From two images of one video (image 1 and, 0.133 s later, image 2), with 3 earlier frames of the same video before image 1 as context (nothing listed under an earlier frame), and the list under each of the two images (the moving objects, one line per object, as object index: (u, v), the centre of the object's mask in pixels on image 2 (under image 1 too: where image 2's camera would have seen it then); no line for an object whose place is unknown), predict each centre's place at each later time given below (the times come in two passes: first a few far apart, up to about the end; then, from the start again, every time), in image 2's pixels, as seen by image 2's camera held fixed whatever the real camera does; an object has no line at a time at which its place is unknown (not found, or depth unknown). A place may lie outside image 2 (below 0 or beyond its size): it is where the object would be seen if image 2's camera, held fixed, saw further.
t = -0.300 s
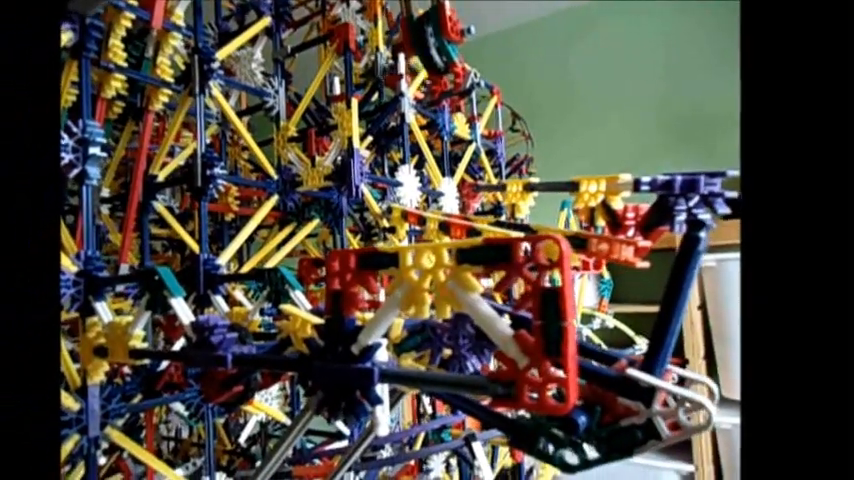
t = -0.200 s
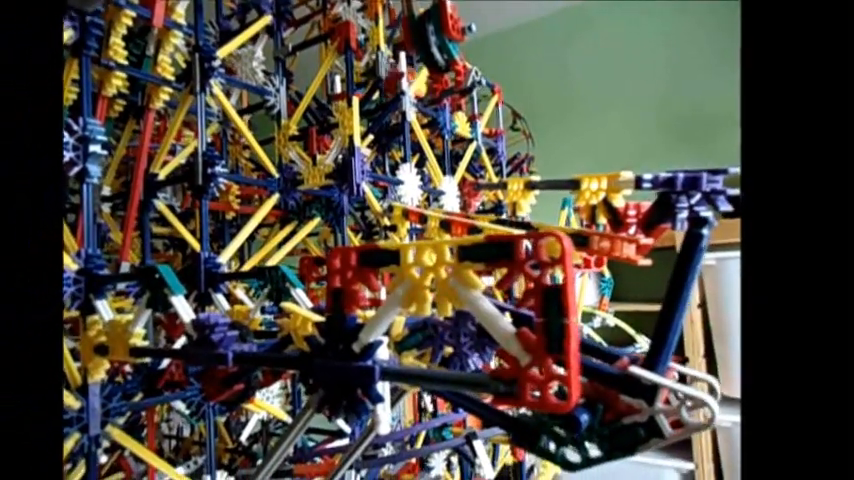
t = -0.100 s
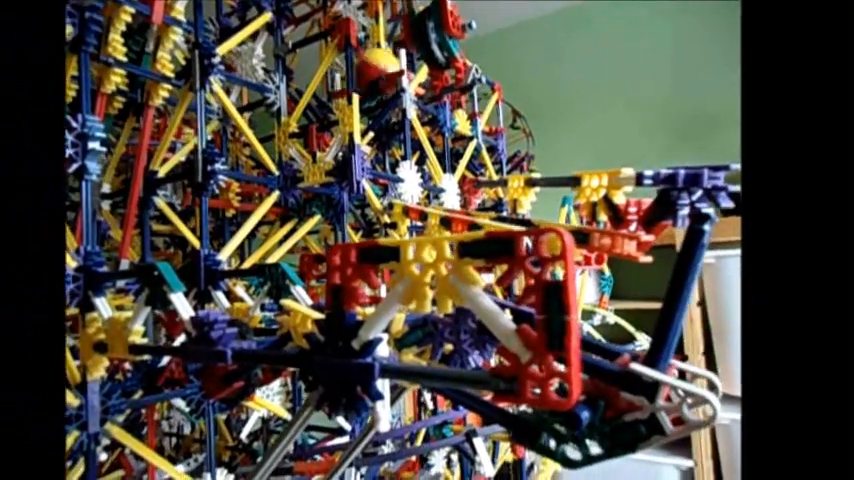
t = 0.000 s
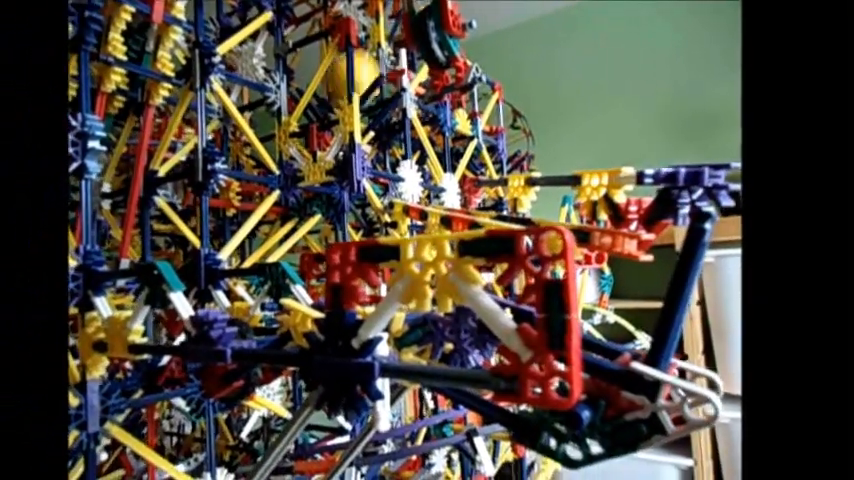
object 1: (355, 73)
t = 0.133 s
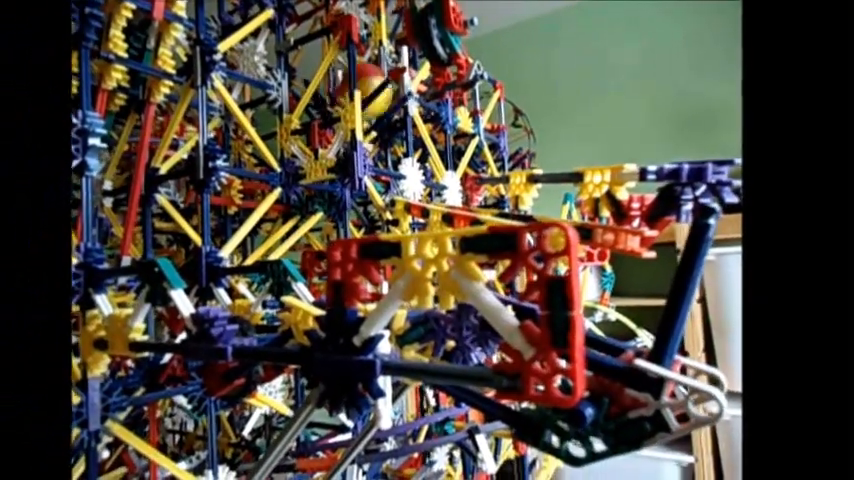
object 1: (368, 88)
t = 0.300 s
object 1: (418, 153)
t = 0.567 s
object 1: (581, 169)
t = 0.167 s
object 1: (377, 94)
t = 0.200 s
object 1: (382, 102)
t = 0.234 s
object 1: (388, 117)
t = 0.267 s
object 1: (398, 139)
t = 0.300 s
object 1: (418, 153)
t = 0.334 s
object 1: (446, 171)
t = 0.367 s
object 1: (461, 167)
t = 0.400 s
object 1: (474, 170)
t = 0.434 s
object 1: (490, 170)
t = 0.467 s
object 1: (506, 169)
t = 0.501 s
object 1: (529, 168)
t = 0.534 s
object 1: (550, 172)
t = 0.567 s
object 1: (581, 169)
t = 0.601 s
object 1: (621, 187)
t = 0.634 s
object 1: (629, 226)
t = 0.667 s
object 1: (613, 257)
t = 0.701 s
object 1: (614, 263)
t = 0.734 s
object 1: (620, 282)
